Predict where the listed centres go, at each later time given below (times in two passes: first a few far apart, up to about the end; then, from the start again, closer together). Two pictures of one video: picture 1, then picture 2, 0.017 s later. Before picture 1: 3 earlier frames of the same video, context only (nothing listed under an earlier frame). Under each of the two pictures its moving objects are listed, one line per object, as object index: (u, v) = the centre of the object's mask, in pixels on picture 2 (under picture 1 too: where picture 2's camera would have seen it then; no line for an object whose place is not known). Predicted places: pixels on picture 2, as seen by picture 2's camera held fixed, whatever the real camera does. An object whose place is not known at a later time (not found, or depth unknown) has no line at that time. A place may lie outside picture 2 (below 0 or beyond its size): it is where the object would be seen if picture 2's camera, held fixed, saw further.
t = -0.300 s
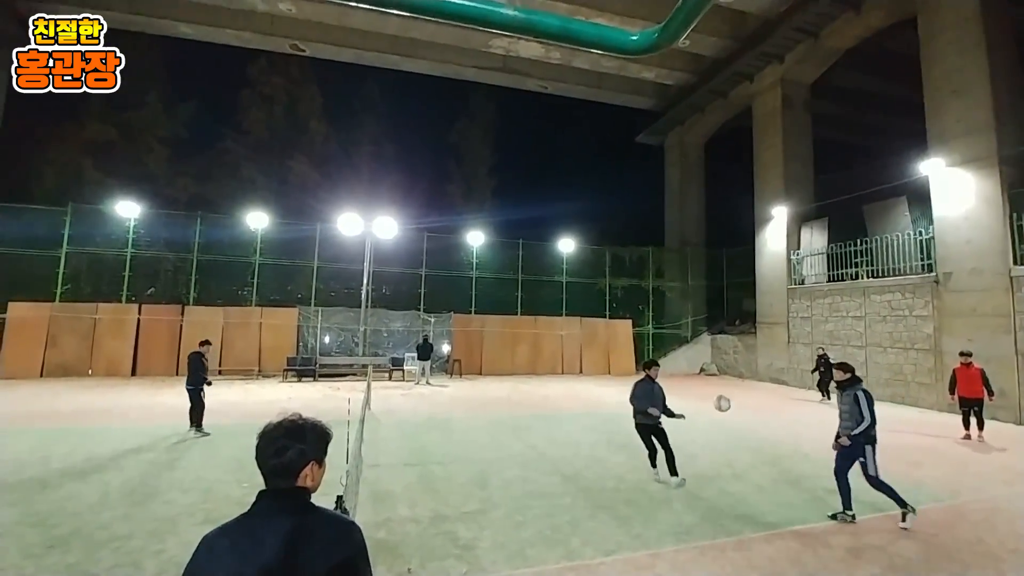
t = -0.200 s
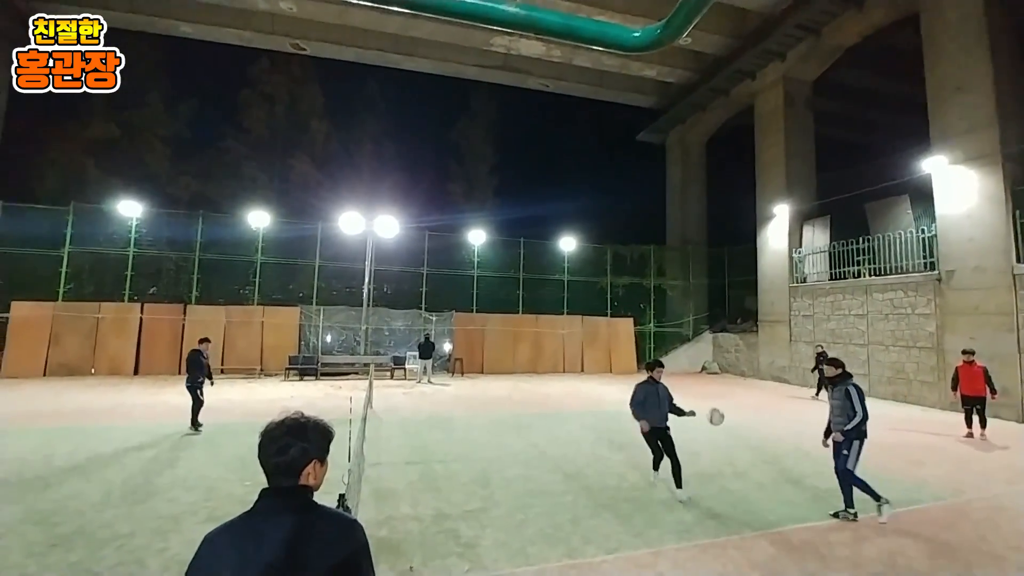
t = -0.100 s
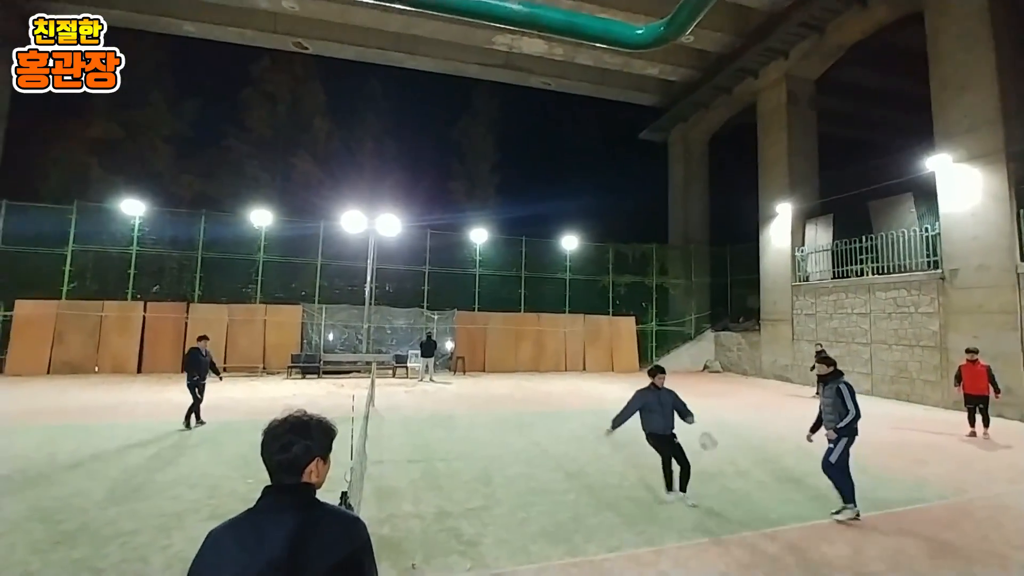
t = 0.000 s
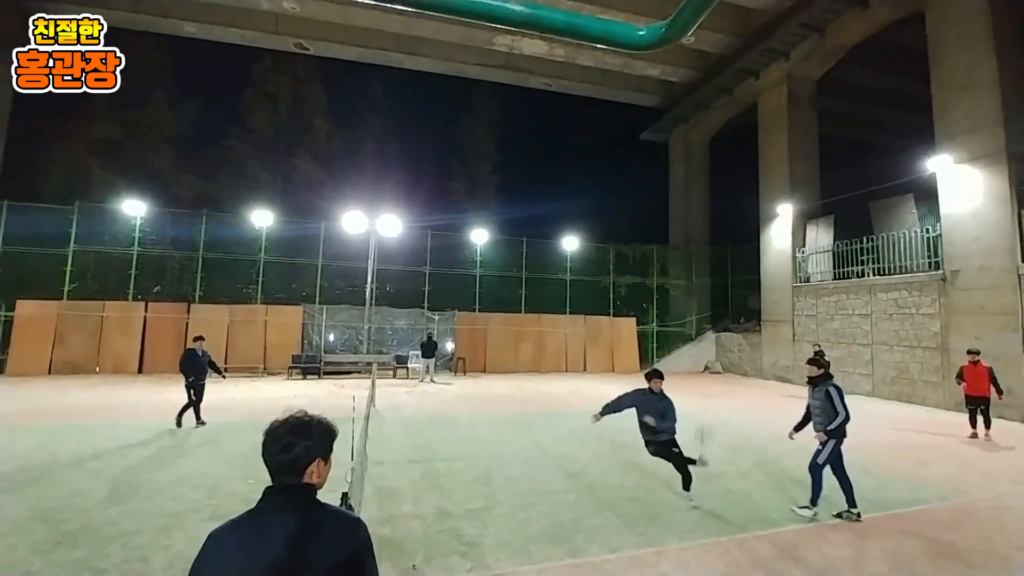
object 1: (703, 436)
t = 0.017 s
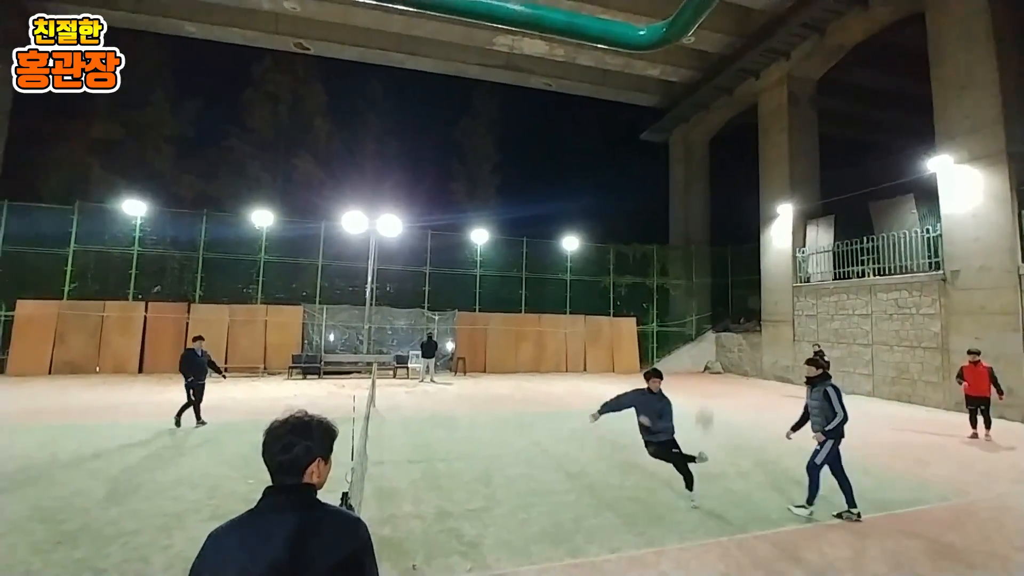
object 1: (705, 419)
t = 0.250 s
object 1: (713, 253)
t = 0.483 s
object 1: (719, 158)
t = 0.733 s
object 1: (726, 114)
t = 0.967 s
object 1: (732, 115)
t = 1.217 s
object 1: (739, 157)
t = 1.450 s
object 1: (746, 229)
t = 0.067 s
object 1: (707, 373)
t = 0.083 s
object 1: (704, 362)
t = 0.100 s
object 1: (709, 348)
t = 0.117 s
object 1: (709, 335)
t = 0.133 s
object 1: (709, 324)
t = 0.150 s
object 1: (710, 314)
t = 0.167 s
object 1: (711, 303)
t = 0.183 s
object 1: (711, 292)
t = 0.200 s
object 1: (712, 282)
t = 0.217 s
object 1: (712, 272)
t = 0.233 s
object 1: (713, 262)
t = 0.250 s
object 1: (713, 253)
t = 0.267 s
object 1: (714, 244)
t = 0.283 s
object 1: (714, 236)
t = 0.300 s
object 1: (715, 228)
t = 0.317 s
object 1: (715, 220)
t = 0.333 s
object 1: (716, 212)
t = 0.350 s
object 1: (716, 205)
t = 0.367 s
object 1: (716, 198)
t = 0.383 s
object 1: (717, 191)
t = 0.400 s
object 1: (717, 185)
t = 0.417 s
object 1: (717, 179)
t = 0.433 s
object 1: (718, 173)
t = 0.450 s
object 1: (718, 167)
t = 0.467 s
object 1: (719, 163)
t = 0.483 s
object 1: (719, 158)
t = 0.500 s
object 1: (719, 153)
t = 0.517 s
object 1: (720, 149)
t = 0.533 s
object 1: (720, 144)
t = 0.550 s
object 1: (721, 141)
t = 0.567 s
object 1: (721, 137)
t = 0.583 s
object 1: (722, 134)
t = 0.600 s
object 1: (722, 131)
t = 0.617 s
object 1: (723, 128)
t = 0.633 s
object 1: (723, 125)
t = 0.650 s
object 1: (723, 123)
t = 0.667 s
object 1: (724, 121)
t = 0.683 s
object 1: (725, 119)
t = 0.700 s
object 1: (725, 117)
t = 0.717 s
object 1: (726, 115)
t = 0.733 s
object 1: (726, 114)
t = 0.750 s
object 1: (726, 113)
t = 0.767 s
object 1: (727, 112)
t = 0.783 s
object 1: (727, 111)
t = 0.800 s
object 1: (728, 110)
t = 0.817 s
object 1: (728, 110)
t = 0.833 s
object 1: (728, 110)
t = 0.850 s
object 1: (729, 110)
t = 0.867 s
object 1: (729, 110)
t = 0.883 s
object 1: (730, 110)
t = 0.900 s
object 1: (729, 111)
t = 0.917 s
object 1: (730, 112)
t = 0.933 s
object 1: (731, 113)
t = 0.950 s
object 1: (731, 114)
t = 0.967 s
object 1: (732, 115)
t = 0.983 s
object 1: (732, 117)
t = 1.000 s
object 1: (732, 118)
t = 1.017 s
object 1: (733, 120)
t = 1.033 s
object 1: (734, 122)
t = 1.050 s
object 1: (734, 125)
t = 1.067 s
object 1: (734, 127)
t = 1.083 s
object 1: (735, 130)
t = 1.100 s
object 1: (735, 133)
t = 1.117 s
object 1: (736, 135)
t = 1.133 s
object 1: (737, 139)
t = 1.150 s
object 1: (737, 142)
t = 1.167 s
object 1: (738, 145)
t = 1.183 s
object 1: (738, 149)
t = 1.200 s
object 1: (739, 153)
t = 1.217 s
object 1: (739, 157)
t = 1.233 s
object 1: (740, 161)
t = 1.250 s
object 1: (740, 165)
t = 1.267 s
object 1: (741, 169)
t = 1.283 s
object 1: (741, 174)
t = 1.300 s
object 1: (742, 179)
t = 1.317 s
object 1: (743, 184)
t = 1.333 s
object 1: (743, 189)
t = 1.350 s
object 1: (743, 194)
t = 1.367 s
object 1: (744, 199)
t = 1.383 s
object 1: (744, 205)
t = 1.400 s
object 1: (745, 211)
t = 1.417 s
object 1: (745, 216)
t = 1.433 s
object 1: (746, 223)
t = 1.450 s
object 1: (746, 229)
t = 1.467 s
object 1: (747, 236)
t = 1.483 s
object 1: (747, 242)
